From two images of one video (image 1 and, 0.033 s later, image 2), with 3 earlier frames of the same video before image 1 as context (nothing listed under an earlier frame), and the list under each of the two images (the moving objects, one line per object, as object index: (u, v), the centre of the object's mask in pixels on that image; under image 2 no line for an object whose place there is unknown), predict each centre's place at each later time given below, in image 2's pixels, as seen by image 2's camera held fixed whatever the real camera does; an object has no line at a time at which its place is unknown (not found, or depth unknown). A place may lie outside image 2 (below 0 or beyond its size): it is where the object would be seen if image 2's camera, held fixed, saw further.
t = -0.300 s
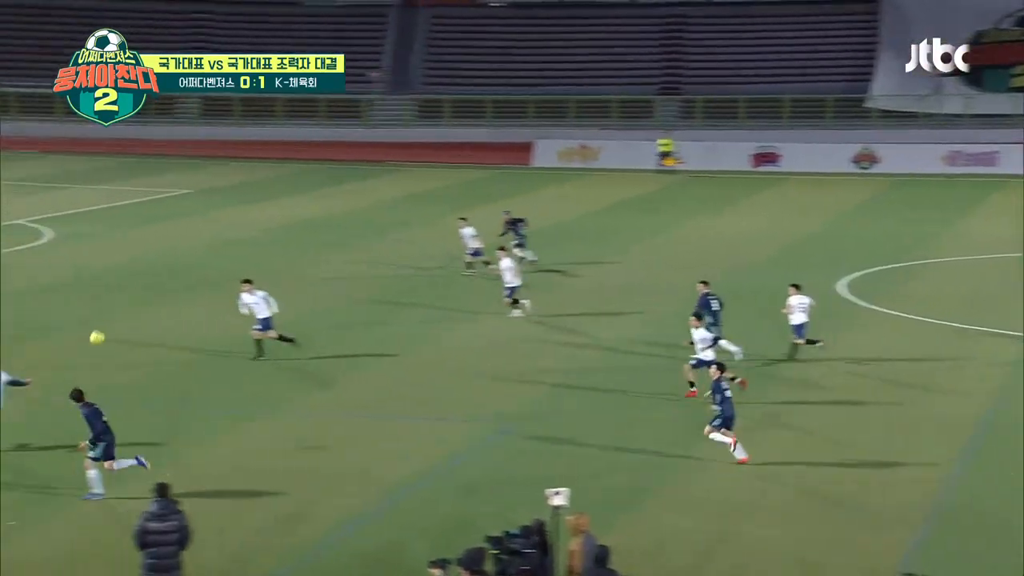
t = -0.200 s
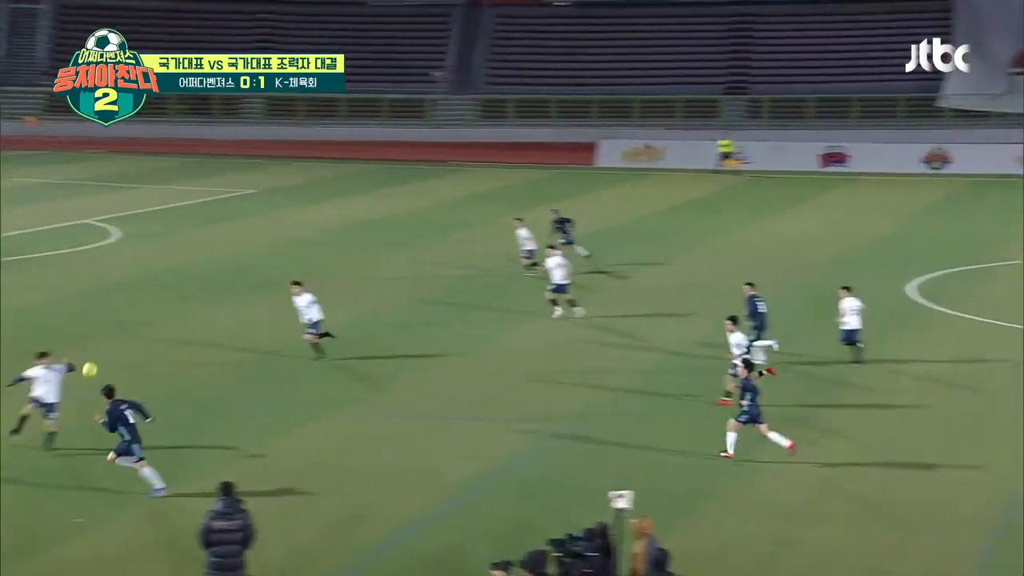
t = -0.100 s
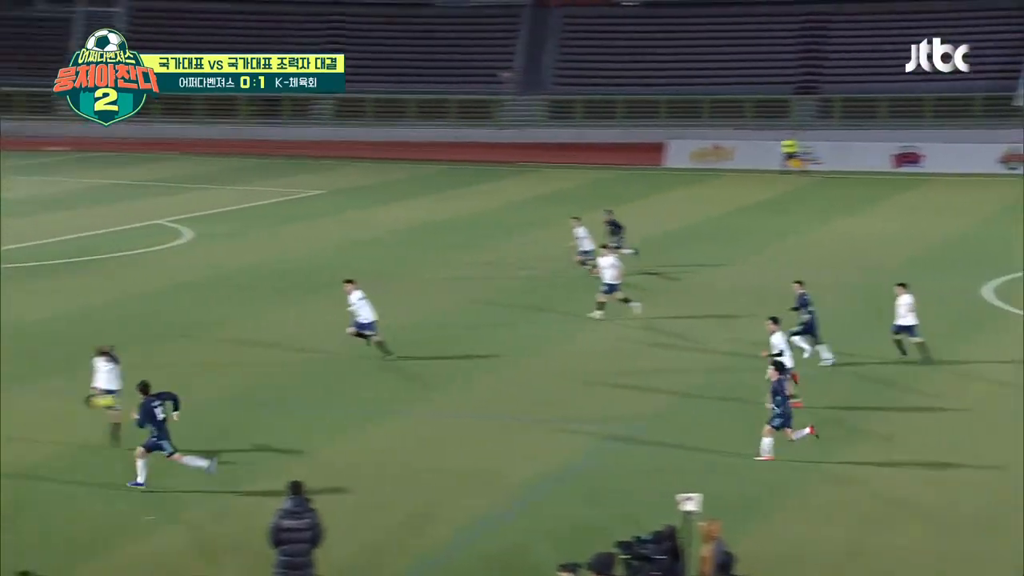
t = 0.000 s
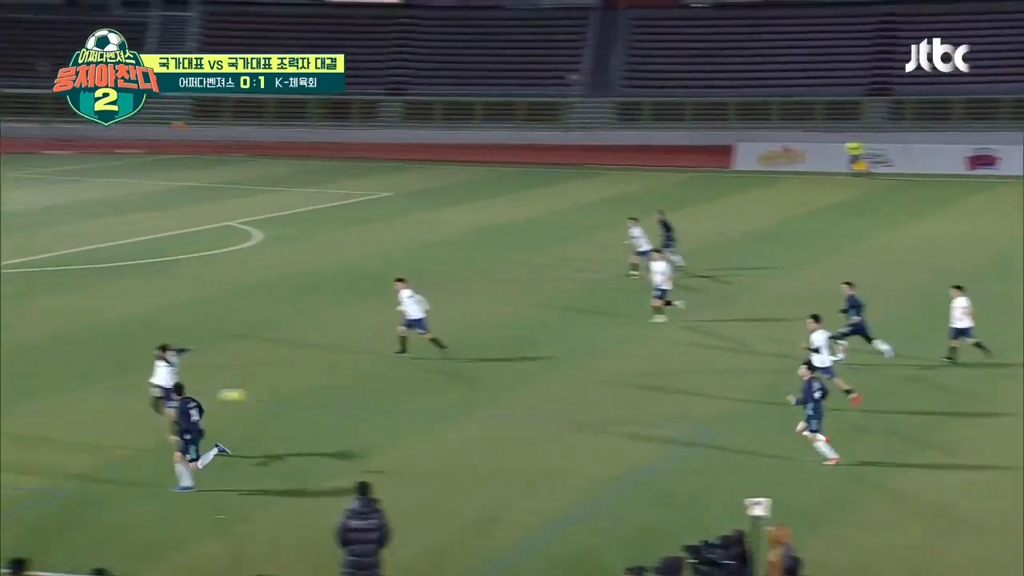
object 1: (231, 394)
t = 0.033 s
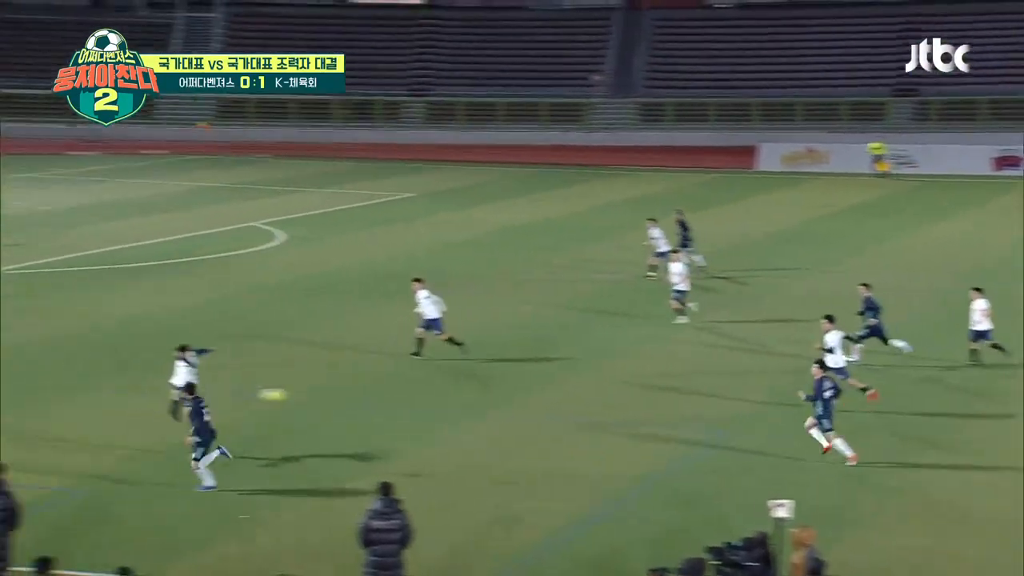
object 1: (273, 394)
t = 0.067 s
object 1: (292, 395)
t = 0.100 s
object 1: (311, 397)
